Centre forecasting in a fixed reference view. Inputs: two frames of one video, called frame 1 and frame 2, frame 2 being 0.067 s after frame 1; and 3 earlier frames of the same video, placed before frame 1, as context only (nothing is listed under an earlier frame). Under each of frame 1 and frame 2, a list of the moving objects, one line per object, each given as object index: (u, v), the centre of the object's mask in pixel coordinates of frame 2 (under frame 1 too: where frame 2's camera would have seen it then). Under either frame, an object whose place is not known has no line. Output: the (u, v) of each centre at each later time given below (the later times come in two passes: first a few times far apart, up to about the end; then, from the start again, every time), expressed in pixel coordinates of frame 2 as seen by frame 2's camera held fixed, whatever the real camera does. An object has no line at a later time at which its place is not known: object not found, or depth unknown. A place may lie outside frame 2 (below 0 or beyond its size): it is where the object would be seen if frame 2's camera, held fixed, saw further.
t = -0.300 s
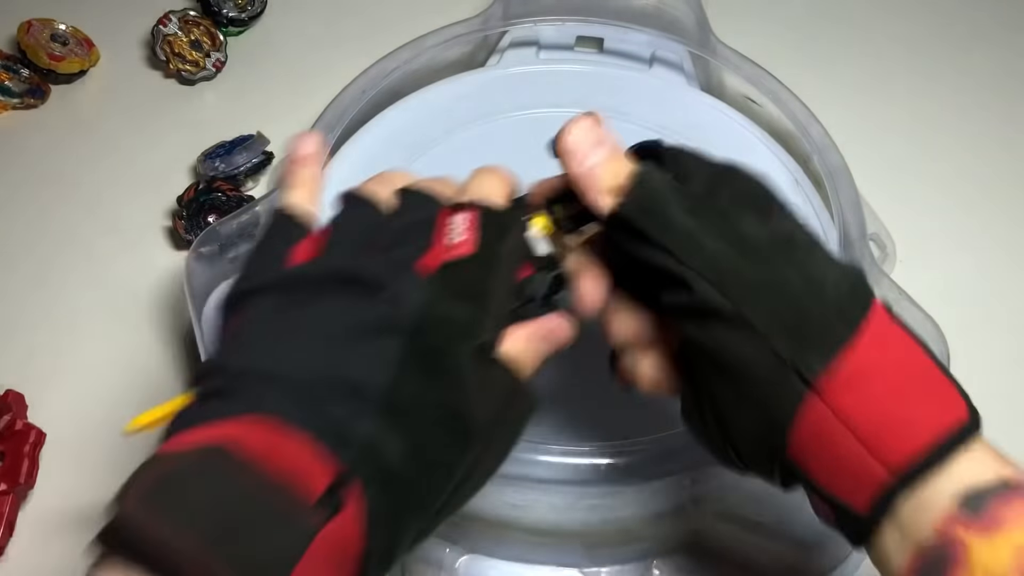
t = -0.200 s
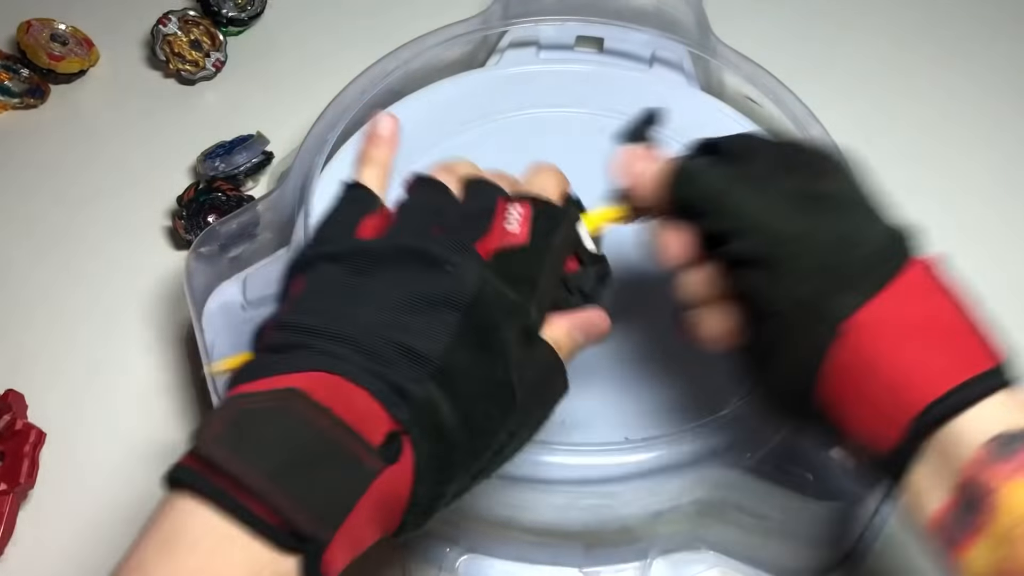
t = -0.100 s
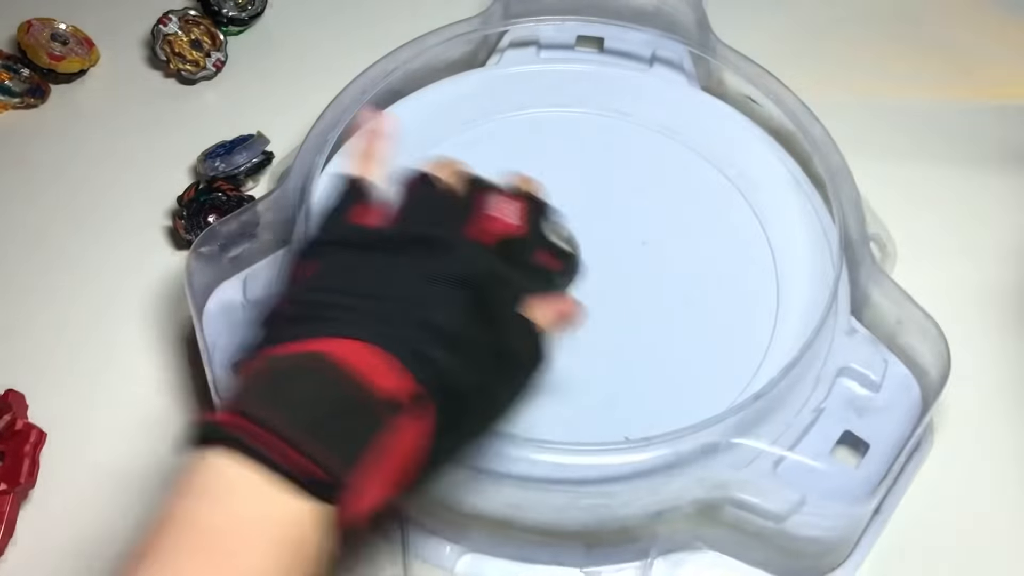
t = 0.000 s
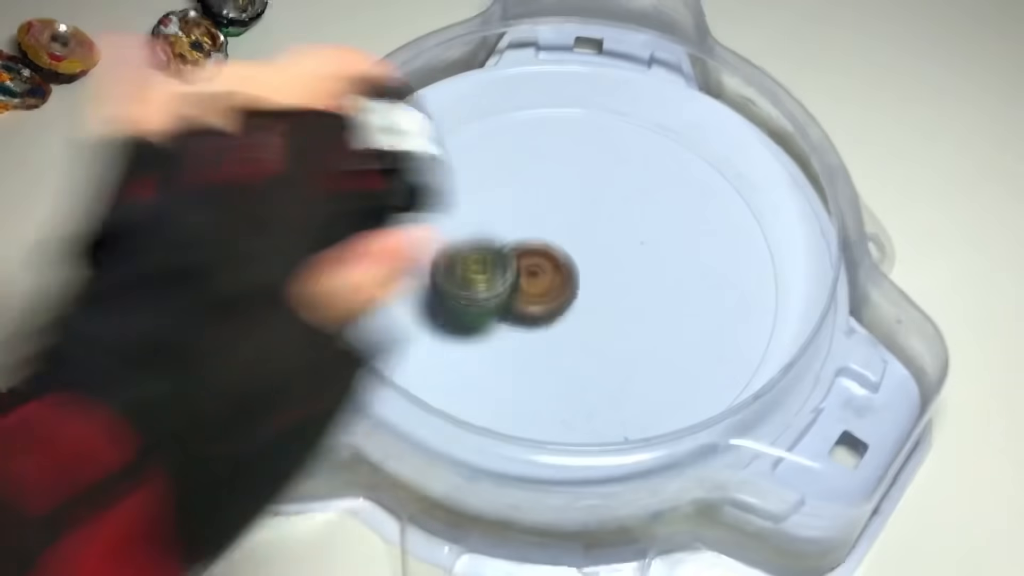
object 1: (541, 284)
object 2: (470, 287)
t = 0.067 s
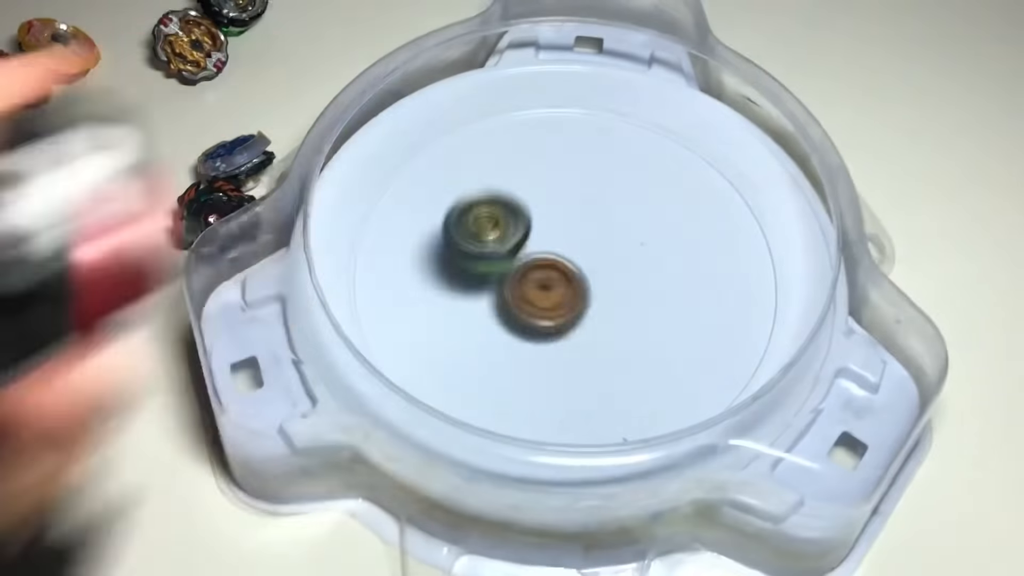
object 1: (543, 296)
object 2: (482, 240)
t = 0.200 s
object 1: (582, 299)
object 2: (517, 208)
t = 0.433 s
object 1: (627, 293)
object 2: (547, 186)
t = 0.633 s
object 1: (614, 289)
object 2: (492, 212)
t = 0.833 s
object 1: (565, 258)
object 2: (471, 320)
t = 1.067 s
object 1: (549, 274)
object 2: (635, 368)
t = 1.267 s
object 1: (571, 308)
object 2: (705, 223)
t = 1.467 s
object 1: (603, 295)
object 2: (578, 102)
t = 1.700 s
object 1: (590, 248)
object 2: (365, 237)
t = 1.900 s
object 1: (537, 260)
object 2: (537, 457)
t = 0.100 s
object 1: (553, 300)
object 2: (489, 232)
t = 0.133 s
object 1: (563, 301)
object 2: (498, 233)
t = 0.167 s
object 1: (574, 300)
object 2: (507, 220)
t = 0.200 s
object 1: (582, 299)
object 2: (517, 208)
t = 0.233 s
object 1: (590, 296)
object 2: (529, 205)
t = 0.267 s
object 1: (597, 290)
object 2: (542, 211)
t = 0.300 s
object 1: (601, 284)
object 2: (550, 211)
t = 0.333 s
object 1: (603, 279)
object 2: (557, 211)
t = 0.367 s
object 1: (612, 283)
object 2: (557, 203)
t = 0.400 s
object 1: (620, 289)
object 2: (553, 194)
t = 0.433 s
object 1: (627, 293)
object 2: (547, 186)
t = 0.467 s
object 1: (630, 295)
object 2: (540, 183)
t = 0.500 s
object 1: (631, 297)
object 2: (532, 182)
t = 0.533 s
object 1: (629, 297)
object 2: (524, 187)
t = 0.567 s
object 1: (625, 296)
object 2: (513, 191)
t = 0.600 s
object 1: (621, 293)
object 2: (502, 201)
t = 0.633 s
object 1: (614, 289)
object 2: (492, 212)
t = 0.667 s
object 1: (607, 283)
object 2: (481, 225)
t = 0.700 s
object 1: (600, 278)
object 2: (474, 241)
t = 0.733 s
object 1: (591, 272)
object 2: (468, 258)
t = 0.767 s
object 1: (580, 267)
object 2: (464, 278)
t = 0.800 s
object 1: (572, 261)
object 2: (464, 298)
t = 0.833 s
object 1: (565, 258)
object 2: (471, 320)
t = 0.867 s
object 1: (560, 256)
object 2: (484, 340)
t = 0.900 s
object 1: (555, 255)
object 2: (502, 357)
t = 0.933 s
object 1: (552, 255)
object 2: (525, 370)
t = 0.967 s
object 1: (550, 257)
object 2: (551, 378)
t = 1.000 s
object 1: (549, 262)
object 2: (579, 381)
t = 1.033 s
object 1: (548, 267)
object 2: (607, 377)
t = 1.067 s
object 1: (549, 274)
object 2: (635, 368)
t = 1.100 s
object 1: (550, 282)
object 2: (661, 353)
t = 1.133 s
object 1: (552, 290)
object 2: (682, 331)
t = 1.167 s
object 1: (556, 297)
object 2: (697, 308)
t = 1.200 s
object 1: (561, 302)
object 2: (706, 281)
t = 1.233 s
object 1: (565, 306)
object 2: (709, 252)
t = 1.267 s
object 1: (571, 308)
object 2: (705, 223)
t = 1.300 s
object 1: (577, 310)
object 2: (695, 197)
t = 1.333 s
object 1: (583, 310)
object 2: (679, 171)
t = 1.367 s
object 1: (588, 308)
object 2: (658, 147)
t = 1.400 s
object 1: (593, 305)
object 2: (634, 127)
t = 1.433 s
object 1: (598, 301)
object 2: (607, 112)
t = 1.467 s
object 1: (603, 295)
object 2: (578, 102)
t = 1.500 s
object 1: (608, 289)
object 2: (546, 100)
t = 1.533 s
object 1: (611, 281)
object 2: (514, 108)
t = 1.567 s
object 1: (612, 273)
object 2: (481, 123)
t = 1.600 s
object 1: (609, 264)
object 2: (448, 143)
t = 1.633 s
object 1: (604, 258)
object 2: (415, 169)
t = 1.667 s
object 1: (598, 252)
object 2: (387, 201)
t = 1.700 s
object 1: (590, 248)
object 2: (365, 237)
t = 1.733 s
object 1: (580, 247)
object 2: (363, 277)
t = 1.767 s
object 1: (570, 246)
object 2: (370, 324)
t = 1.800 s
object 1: (560, 248)
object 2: (391, 370)
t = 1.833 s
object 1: (550, 251)
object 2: (425, 412)
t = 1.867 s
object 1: (542, 255)
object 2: (472, 446)
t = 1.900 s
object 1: (537, 260)
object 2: (537, 457)
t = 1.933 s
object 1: (532, 268)
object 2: (604, 461)
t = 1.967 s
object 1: (529, 276)
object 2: (674, 452)
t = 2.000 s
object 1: (529, 285)
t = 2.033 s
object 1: (531, 295)
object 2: (786, 390)
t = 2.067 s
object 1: (536, 303)
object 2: (829, 344)
